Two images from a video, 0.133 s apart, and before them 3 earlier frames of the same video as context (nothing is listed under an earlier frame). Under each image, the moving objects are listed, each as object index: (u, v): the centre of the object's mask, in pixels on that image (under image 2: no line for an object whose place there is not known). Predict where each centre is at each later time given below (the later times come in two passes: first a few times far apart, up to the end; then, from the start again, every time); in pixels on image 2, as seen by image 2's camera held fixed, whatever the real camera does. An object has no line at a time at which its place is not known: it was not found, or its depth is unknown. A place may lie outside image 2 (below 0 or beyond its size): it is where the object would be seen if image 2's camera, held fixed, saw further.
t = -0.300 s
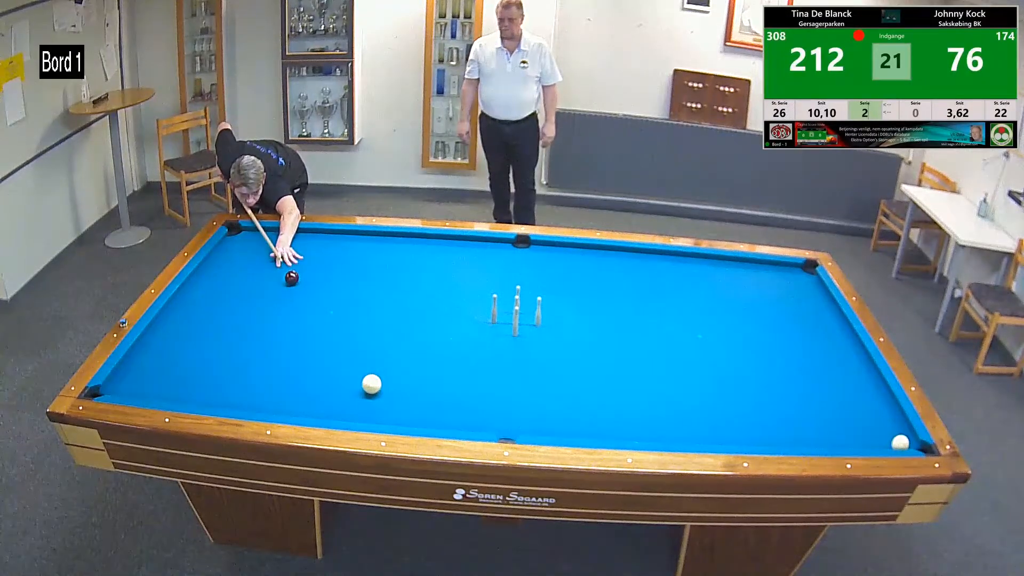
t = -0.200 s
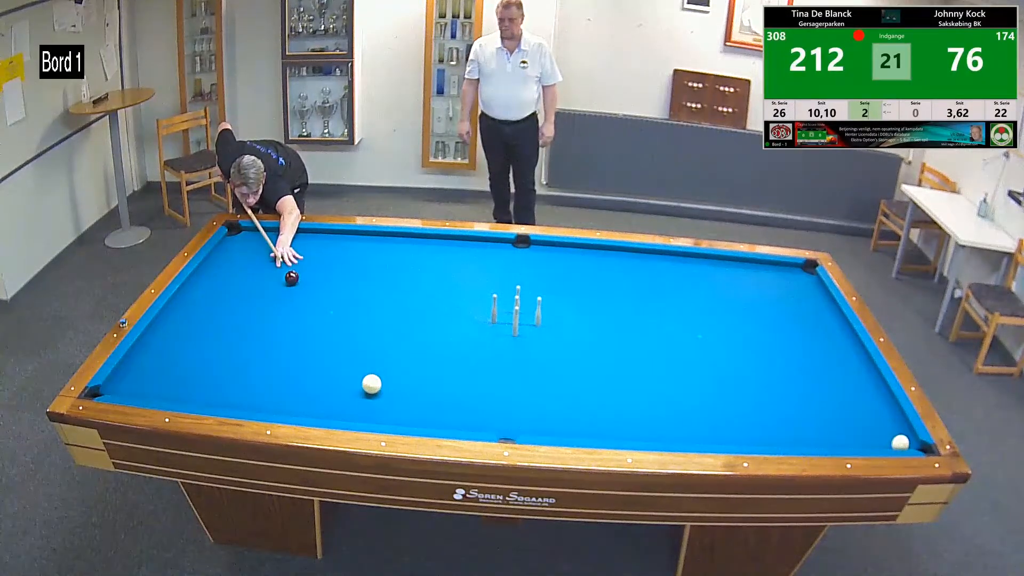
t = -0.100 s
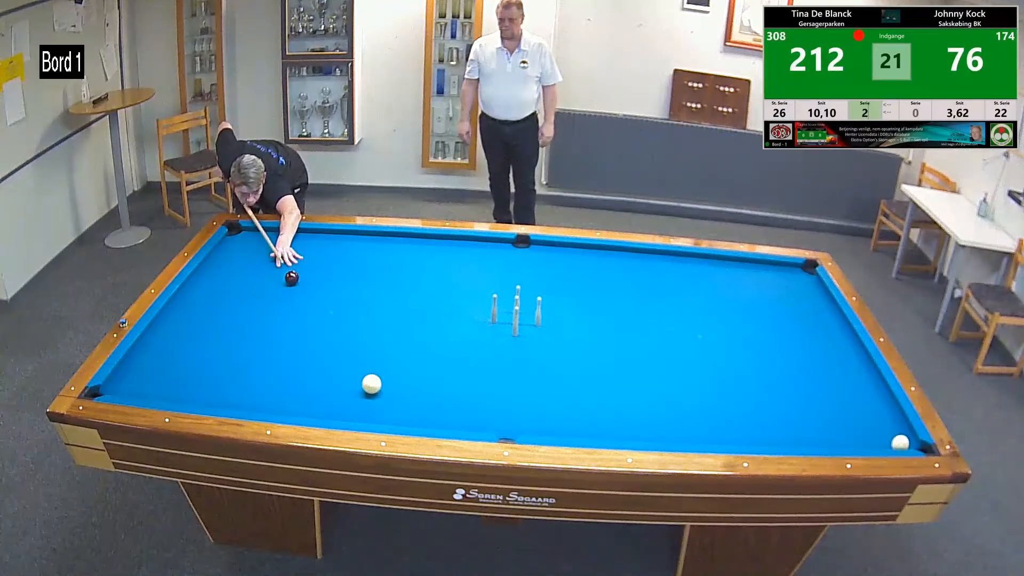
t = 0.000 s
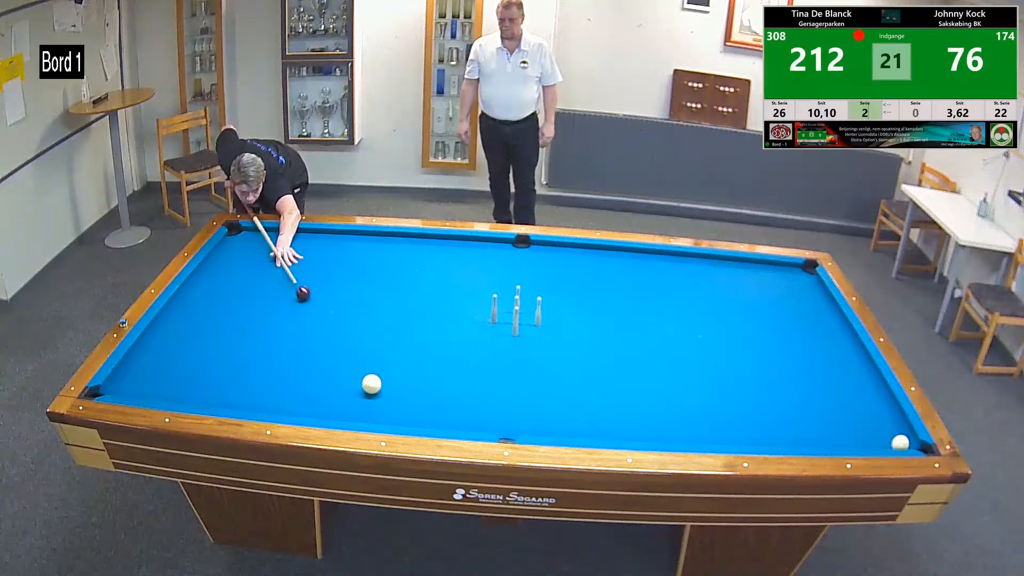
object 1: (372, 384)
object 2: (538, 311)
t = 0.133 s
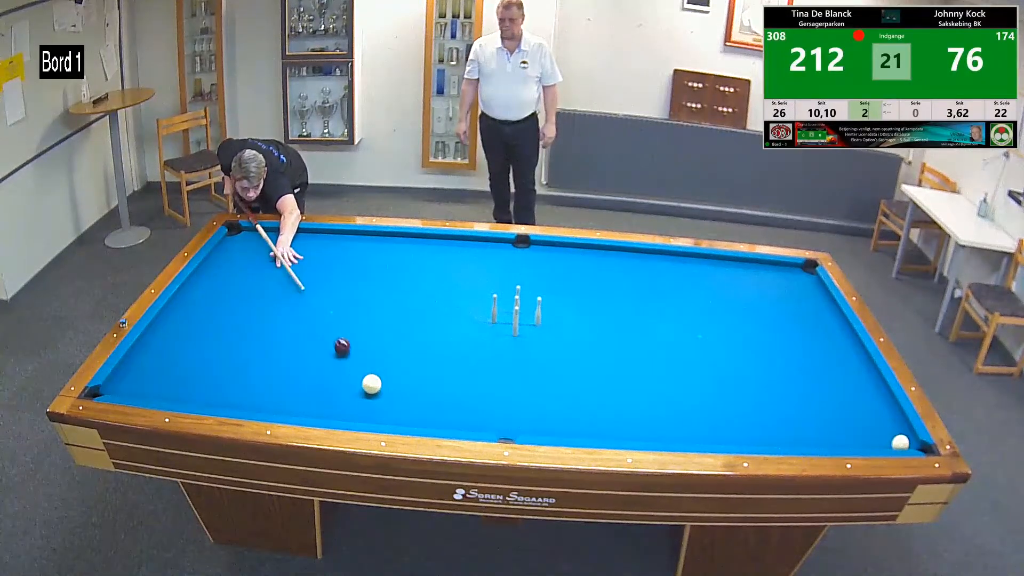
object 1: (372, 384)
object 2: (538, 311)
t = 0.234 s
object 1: (385, 400)
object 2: (538, 311)
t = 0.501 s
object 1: (470, 372)
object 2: (538, 311)
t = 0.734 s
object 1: (517, 334)
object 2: (538, 311)
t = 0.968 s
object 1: (555, 305)
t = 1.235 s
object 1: (591, 278)
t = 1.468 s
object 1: (618, 257)
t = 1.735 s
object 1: (634, 259)
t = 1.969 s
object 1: (642, 271)
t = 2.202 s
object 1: (651, 284)
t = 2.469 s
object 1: (661, 298)
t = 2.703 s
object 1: (671, 312)
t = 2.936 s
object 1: (680, 326)
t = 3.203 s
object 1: (691, 342)
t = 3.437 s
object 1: (702, 357)
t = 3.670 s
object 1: (712, 372)
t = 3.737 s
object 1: (715, 376)
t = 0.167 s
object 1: (371, 384)
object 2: (538, 311)
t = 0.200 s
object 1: (373, 385)
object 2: (538, 311)
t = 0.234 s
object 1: (385, 400)
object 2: (538, 311)
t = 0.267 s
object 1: (399, 415)
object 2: (538, 311)
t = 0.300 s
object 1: (412, 418)
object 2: (538, 311)
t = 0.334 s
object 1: (423, 410)
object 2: (538, 311)
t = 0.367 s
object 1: (434, 401)
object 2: (538, 311)
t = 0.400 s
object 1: (444, 393)
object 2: (538, 311)
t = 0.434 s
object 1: (453, 385)
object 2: (538, 311)
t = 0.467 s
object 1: (462, 378)
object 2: (538, 311)
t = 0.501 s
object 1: (470, 372)
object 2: (538, 311)
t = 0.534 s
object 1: (477, 366)
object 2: (538, 311)
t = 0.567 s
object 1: (484, 360)
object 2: (538, 311)
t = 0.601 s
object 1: (491, 355)
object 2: (538, 311)
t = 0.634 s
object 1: (498, 349)
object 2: (538, 311)
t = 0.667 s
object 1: (504, 344)
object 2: (538, 311)
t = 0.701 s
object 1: (511, 339)
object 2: (538, 311)
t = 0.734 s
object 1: (517, 334)
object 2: (538, 311)
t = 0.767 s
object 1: (523, 330)
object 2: (538, 311)
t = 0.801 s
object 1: (529, 325)
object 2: (538, 309)
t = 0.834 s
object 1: (534, 321)
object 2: (540, 306)
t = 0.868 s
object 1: (540, 317)
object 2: (546, 306)
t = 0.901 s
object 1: (545, 313)
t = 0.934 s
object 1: (550, 309)
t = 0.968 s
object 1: (555, 305)
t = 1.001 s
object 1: (560, 302)
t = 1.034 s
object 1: (565, 298)
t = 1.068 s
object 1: (569, 295)
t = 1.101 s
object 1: (574, 291)
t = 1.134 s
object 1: (578, 287)
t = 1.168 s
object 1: (583, 284)
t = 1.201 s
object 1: (587, 281)
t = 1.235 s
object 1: (591, 278)
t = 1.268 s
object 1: (595, 275)
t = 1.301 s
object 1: (599, 272)
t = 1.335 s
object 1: (603, 269)
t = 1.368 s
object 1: (607, 266)
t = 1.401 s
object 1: (610, 263)
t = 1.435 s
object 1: (614, 260)
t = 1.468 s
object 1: (618, 257)
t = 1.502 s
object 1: (621, 255)
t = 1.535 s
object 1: (625, 252)
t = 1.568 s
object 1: (628, 250)
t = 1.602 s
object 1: (629, 252)
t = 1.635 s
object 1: (630, 254)
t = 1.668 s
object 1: (631, 256)
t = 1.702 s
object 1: (632, 258)
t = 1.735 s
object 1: (634, 259)
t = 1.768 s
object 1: (635, 261)
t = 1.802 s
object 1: (636, 263)
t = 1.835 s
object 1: (637, 264)
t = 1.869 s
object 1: (639, 266)
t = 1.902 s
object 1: (640, 268)
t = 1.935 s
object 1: (641, 270)
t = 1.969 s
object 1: (642, 271)
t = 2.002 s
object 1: (643, 273)
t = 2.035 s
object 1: (645, 275)
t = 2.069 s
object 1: (646, 277)
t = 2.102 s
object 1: (647, 279)
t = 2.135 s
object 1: (649, 280)
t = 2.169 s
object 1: (650, 282)
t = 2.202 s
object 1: (651, 284)
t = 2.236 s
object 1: (652, 286)
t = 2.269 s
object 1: (654, 287)
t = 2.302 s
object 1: (655, 289)
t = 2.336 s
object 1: (656, 291)
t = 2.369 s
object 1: (657, 293)
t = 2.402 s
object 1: (659, 295)
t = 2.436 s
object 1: (660, 297)
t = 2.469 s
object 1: (661, 298)
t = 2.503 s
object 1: (662, 300)
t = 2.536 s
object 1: (664, 302)
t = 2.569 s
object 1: (665, 304)
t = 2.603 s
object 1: (666, 306)
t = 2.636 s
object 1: (668, 308)
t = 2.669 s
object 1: (669, 310)
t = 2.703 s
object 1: (671, 312)
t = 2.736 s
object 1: (672, 314)
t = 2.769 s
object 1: (673, 316)
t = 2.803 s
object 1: (675, 318)
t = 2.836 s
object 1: (676, 320)
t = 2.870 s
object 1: (677, 322)
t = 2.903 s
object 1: (679, 324)
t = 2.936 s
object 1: (680, 326)
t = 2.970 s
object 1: (681, 328)
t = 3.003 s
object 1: (683, 329)
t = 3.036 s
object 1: (684, 332)
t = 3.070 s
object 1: (685, 334)
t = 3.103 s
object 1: (687, 336)
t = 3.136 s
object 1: (689, 338)
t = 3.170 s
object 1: (690, 340)
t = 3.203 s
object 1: (691, 342)
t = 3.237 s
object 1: (693, 344)
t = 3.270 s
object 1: (694, 346)
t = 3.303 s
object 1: (696, 348)
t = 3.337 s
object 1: (697, 350)
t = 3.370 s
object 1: (699, 353)
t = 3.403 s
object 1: (700, 354)
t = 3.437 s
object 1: (702, 357)
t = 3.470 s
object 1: (703, 359)
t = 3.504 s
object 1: (705, 361)
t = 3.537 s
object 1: (706, 363)
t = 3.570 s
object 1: (708, 365)
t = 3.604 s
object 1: (709, 367)
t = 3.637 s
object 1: (710, 370)
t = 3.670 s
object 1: (712, 372)
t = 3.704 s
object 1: (714, 374)
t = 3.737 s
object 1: (715, 376)
